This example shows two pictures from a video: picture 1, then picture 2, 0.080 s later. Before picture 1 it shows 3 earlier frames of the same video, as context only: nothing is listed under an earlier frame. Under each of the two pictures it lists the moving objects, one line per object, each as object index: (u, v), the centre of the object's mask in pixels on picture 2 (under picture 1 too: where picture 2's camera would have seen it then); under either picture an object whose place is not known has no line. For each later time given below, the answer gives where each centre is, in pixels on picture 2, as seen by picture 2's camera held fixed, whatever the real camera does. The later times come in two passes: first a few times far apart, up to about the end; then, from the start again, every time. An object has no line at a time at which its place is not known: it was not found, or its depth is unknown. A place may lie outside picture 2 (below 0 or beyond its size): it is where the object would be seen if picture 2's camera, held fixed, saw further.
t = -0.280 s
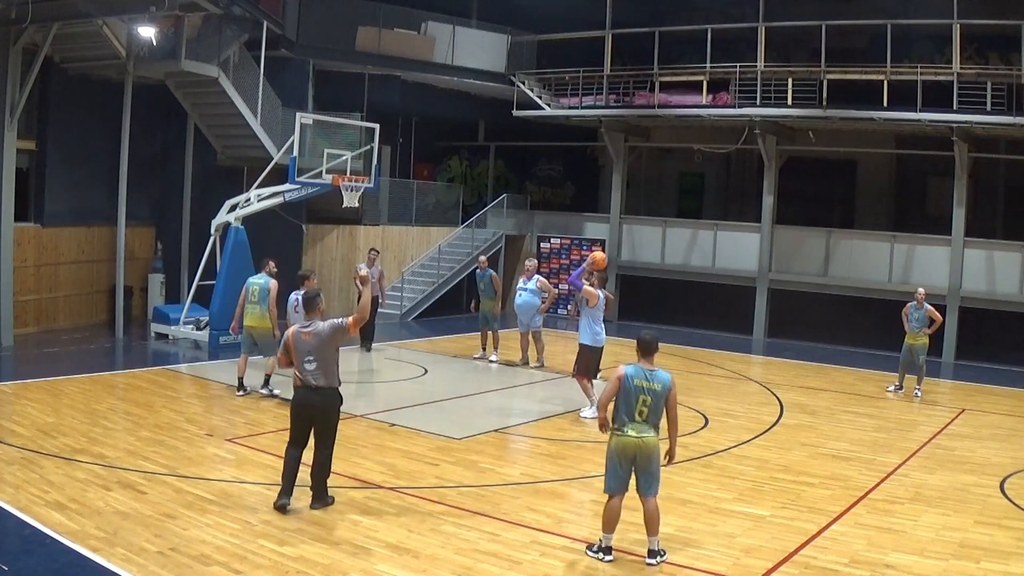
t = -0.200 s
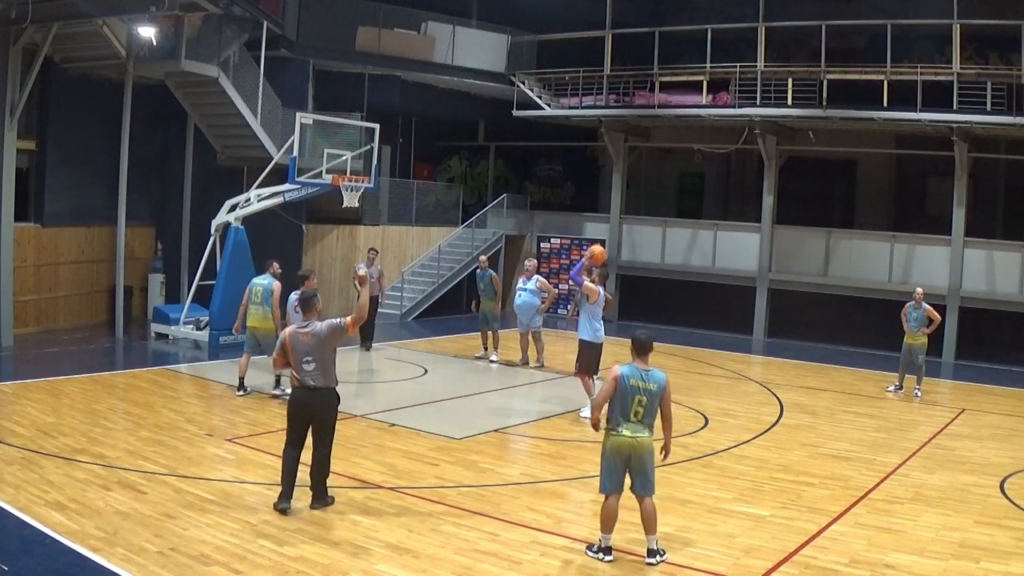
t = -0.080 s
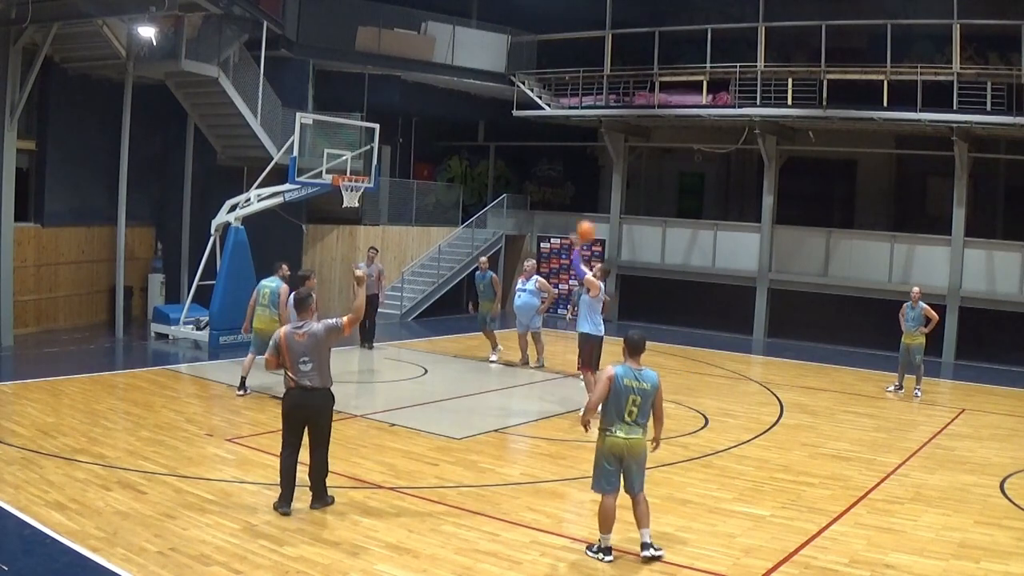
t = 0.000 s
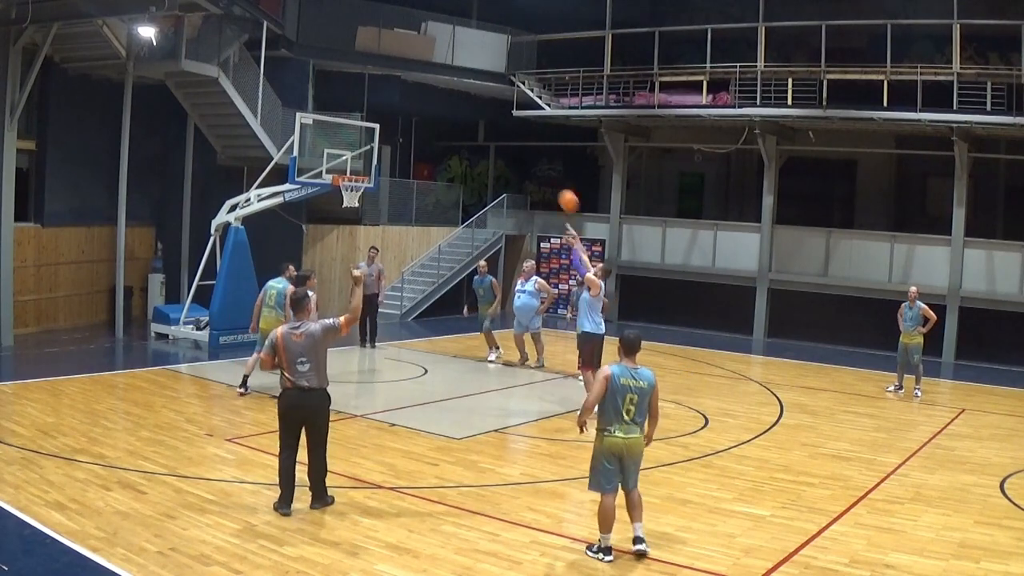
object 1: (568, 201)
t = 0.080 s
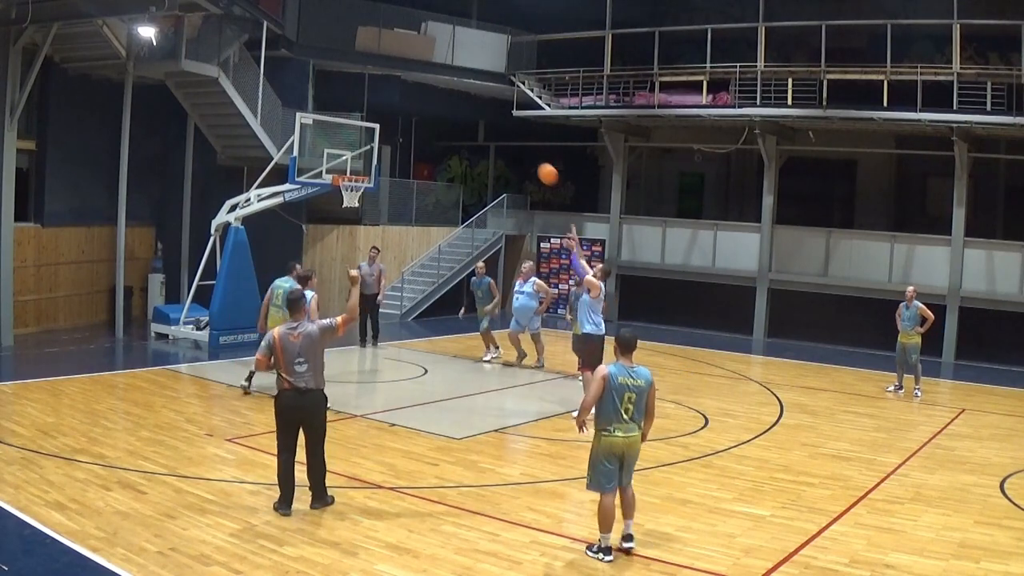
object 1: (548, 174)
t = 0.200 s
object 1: (517, 143)
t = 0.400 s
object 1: (469, 117)
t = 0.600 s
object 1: (424, 119)
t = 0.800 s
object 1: (383, 145)
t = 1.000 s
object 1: (344, 191)
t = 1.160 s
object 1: (343, 197)
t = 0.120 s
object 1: (537, 163)
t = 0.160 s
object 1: (527, 153)
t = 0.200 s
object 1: (517, 143)
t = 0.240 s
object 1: (507, 136)
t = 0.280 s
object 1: (498, 129)
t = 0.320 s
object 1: (488, 124)
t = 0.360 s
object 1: (479, 120)
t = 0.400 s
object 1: (469, 117)
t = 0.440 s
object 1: (460, 116)
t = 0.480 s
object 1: (451, 115)
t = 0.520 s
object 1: (442, 115)
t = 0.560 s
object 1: (433, 117)
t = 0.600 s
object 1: (424, 119)
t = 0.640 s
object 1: (416, 123)
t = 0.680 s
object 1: (407, 127)
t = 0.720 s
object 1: (399, 132)
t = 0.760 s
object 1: (390, 138)
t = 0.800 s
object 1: (383, 145)
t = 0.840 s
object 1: (374, 153)
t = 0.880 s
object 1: (365, 162)
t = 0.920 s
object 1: (358, 171)
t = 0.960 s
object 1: (350, 182)
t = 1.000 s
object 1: (344, 191)
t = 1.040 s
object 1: (342, 193)
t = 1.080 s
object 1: (342, 193)
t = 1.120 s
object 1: (342, 195)
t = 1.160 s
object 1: (343, 197)
